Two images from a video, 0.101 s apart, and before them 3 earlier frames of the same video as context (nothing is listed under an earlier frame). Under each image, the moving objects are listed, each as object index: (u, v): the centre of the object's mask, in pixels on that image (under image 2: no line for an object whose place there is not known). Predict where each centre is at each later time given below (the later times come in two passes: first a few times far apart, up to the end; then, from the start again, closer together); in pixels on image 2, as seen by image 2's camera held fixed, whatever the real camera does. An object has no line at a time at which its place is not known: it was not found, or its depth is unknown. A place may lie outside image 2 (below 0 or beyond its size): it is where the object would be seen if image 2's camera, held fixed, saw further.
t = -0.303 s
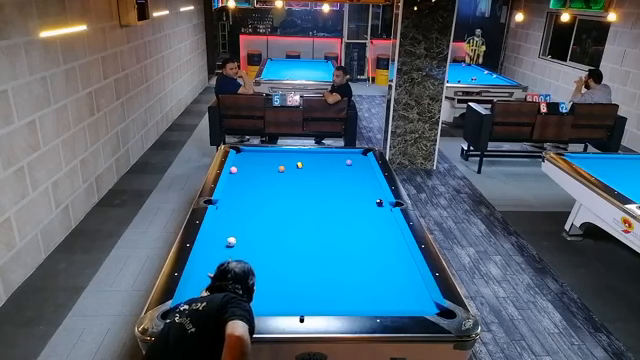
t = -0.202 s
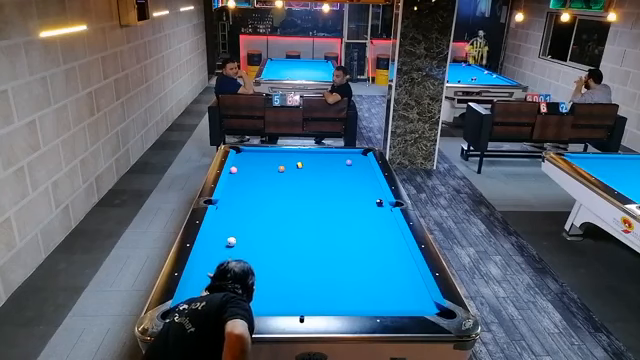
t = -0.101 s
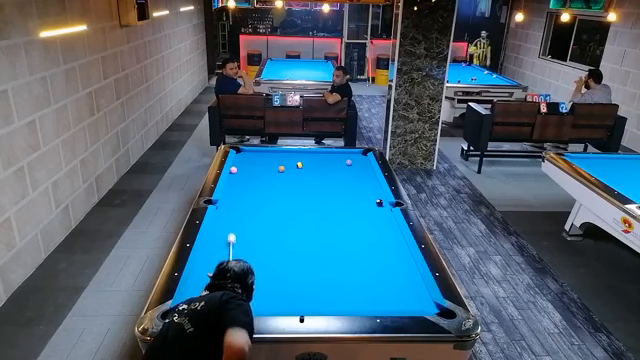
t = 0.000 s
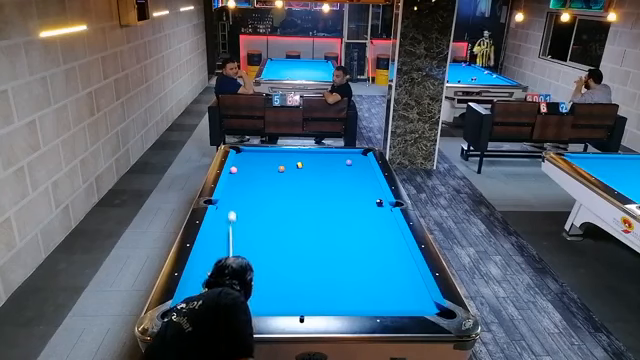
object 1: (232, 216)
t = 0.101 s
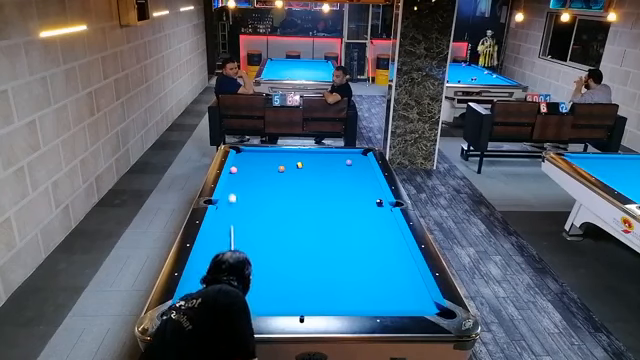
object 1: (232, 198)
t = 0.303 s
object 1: (233, 172)
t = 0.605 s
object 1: (234, 174)
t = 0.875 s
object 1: (236, 176)
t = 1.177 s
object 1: (238, 178)
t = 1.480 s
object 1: (239, 179)
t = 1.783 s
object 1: (240, 181)
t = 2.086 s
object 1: (240, 182)
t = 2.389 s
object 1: (241, 182)
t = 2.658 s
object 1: (241, 182)
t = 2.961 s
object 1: (241, 182)
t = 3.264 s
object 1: (241, 182)
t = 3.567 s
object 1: (241, 182)
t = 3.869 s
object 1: (241, 182)
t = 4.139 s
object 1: (241, 182)
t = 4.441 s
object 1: (241, 182)
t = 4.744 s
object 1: (241, 182)
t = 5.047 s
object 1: (241, 182)
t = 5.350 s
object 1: (241, 182)
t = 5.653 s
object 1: (241, 182)
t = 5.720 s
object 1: (241, 182)
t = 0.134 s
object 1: (232, 193)
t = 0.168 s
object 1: (232, 188)
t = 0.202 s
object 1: (232, 183)
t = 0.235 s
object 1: (232, 179)
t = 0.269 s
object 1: (232, 175)
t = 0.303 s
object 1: (233, 172)
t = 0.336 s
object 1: (232, 172)
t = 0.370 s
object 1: (232, 172)
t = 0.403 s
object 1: (232, 172)
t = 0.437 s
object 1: (233, 173)
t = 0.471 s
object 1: (233, 173)
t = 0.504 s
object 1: (233, 173)
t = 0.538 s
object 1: (234, 173)
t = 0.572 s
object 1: (234, 173)
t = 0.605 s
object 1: (234, 174)
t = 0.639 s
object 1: (234, 174)
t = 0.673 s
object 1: (234, 174)
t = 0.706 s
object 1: (235, 175)
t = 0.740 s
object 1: (235, 175)
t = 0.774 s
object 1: (235, 175)
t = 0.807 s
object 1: (235, 175)
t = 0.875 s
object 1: (236, 176)
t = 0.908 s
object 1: (236, 177)
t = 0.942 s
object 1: (237, 177)
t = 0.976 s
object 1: (237, 177)
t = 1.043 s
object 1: (237, 177)
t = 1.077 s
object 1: (237, 177)
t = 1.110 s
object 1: (237, 177)
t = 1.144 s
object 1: (237, 178)
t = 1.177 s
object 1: (238, 178)
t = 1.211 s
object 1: (238, 178)
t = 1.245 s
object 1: (238, 179)
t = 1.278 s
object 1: (238, 179)
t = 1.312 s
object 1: (239, 179)
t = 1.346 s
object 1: (239, 179)
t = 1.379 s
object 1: (239, 179)
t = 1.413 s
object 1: (239, 179)
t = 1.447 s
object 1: (239, 179)
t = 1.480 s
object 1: (239, 179)
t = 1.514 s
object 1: (239, 179)
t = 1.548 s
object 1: (239, 180)
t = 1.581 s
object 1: (240, 180)
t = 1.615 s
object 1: (240, 180)
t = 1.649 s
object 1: (240, 180)
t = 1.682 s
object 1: (240, 180)
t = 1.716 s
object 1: (240, 181)
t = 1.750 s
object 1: (240, 181)
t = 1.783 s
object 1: (240, 181)
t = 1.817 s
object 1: (240, 181)
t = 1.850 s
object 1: (240, 181)
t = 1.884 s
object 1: (240, 181)
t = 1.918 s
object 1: (240, 181)
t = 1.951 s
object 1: (240, 181)
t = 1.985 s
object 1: (240, 181)
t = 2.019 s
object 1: (241, 182)
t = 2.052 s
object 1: (240, 182)
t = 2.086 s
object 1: (240, 182)
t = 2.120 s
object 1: (240, 182)
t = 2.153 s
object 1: (241, 182)
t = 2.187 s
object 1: (241, 182)
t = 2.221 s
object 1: (241, 182)
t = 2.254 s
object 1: (241, 182)
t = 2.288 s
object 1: (241, 182)
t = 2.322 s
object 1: (241, 182)
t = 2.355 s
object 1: (241, 182)
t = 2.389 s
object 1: (241, 182)
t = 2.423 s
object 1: (241, 182)
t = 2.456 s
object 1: (241, 182)
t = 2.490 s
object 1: (241, 182)
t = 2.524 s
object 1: (241, 182)
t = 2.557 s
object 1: (241, 182)
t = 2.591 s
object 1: (241, 182)
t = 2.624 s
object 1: (241, 182)
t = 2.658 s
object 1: (241, 182)
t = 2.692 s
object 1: (241, 182)
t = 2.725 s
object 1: (241, 182)
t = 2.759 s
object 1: (241, 182)
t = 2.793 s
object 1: (241, 182)
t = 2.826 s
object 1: (241, 182)
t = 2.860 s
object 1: (241, 182)
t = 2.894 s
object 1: (241, 182)
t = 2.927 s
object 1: (241, 182)
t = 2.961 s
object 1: (241, 182)
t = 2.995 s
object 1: (241, 182)
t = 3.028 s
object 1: (241, 182)
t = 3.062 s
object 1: (241, 182)
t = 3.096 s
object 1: (241, 182)
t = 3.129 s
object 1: (241, 182)
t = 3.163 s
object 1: (241, 182)
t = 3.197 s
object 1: (241, 182)
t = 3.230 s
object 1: (241, 182)
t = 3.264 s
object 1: (241, 182)
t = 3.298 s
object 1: (241, 182)
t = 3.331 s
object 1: (241, 182)
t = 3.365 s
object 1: (241, 182)
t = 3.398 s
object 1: (241, 182)
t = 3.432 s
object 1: (241, 182)
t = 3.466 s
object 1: (241, 182)
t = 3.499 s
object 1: (241, 182)
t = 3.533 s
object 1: (241, 182)
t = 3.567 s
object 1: (241, 182)
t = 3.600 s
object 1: (241, 182)
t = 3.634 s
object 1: (241, 182)
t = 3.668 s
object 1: (241, 182)
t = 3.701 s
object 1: (241, 182)
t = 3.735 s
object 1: (241, 182)
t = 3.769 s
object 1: (241, 182)
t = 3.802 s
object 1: (241, 182)
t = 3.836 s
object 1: (241, 182)
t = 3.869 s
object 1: (241, 182)
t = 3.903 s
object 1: (241, 182)
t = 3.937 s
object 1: (241, 182)
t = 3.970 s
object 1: (241, 182)
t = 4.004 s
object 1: (241, 182)
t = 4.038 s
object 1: (241, 182)
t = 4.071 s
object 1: (241, 182)
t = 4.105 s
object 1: (241, 182)
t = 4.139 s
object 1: (241, 182)
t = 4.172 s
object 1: (241, 182)
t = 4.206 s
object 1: (241, 182)
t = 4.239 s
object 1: (241, 182)
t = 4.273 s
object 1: (241, 182)
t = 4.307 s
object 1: (241, 182)
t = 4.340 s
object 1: (241, 183)
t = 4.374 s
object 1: (241, 182)
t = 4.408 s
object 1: (241, 182)
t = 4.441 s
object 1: (241, 182)
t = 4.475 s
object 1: (241, 182)
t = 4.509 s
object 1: (241, 182)
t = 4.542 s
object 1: (241, 182)
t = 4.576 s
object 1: (241, 182)
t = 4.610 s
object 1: (241, 182)
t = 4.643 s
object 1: (241, 182)
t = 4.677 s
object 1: (241, 182)
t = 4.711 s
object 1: (241, 182)
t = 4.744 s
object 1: (241, 182)
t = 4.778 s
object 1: (241, 182)
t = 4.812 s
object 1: (241, 182)
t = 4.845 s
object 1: (241, 182)
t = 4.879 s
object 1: (241, 182)
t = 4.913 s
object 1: (241, 182)
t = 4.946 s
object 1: (241, 182)
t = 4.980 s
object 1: (241, 182)
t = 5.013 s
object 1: (241, 182)
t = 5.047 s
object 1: (241, 182)
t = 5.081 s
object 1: (241, 182)
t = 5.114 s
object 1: (241, 182)
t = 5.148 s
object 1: (241, 183)
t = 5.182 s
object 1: (241, 182)
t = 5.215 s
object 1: (241, 183)
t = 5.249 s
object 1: (241, 183)
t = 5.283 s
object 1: (241, 183)
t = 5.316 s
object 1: (241, 183)
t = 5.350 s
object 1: (241, 182)
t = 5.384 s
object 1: (241, 183)
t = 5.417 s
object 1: (241, 182)
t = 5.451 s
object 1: (241, 182)
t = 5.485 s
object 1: (241, 182)
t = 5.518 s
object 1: (241, 182)
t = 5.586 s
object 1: (241, 182)
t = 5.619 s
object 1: (241, 182)
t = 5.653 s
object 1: (241, 182)
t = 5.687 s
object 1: (241, 182)
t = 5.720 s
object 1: (241, 182)
